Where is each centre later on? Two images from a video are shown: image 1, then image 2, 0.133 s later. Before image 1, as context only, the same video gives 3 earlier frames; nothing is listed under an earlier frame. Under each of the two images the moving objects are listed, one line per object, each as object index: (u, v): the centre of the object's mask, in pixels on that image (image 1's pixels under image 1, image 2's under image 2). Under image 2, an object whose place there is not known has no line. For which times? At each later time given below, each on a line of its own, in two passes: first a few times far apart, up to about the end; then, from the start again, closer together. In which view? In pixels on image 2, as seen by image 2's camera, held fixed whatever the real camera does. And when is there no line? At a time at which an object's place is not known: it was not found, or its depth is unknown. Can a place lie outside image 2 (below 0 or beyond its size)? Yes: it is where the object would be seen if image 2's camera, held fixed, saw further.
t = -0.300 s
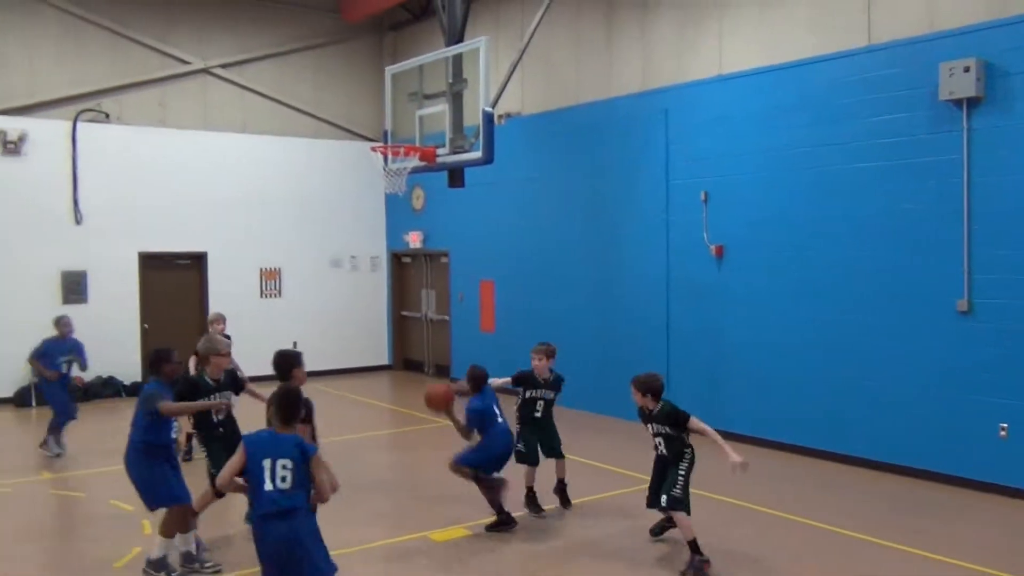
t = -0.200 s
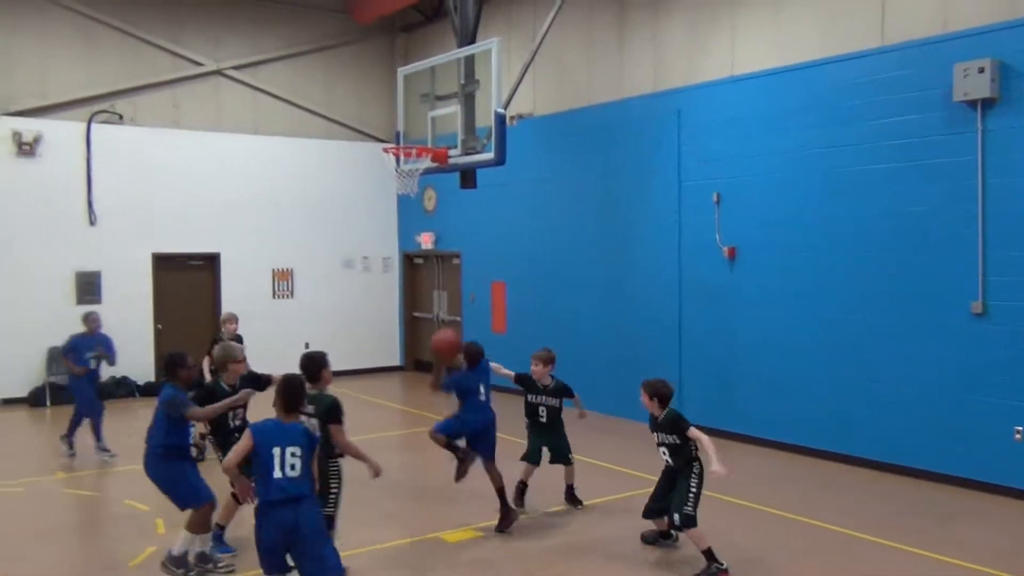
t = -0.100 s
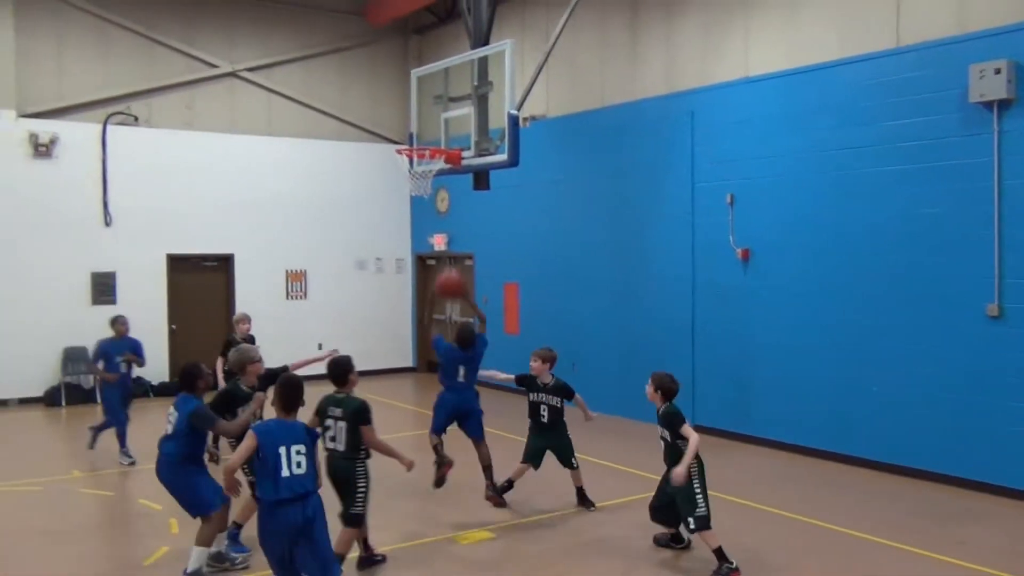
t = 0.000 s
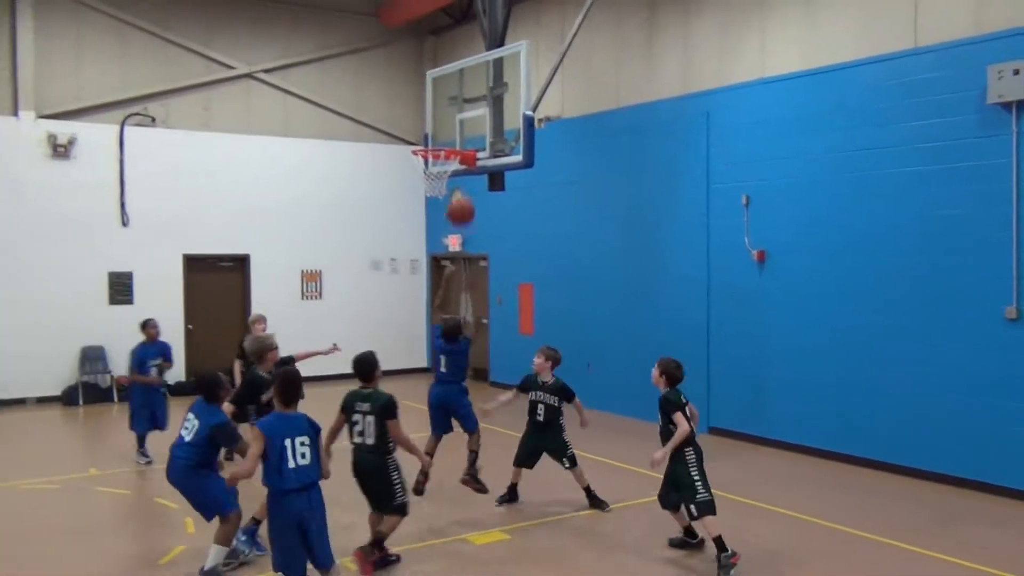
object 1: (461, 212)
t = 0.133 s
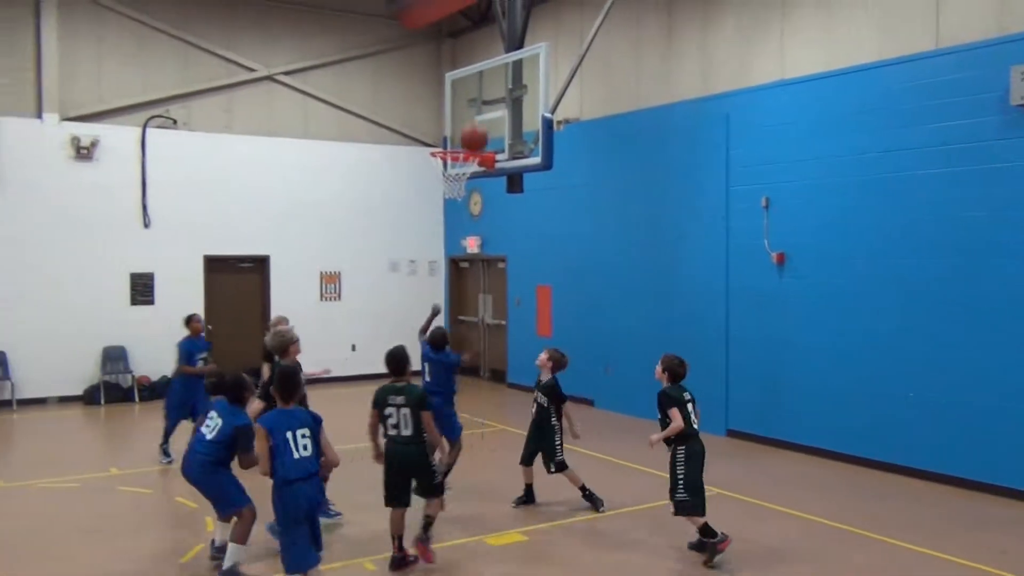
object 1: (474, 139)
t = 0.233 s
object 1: (470, 100)
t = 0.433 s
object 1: (462, 61)
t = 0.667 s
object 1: (455, 77)
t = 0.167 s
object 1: (472, 124)
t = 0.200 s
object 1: (471, 111)
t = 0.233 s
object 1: (470, 100)
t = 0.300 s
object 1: (467, 82)
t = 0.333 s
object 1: (466, 74)
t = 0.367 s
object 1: (464, 69)
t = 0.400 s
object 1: (463, 64)
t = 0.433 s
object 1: (462, 61)
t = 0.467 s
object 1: (461, 60)
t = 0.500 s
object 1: (460, 60)
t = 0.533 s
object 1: (458, 61)
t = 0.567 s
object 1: (457, 63)
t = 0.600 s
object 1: (457, 67)
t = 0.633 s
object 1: (456, 71)
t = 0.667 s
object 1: (455, 77)
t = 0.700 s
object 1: (454, 85)
